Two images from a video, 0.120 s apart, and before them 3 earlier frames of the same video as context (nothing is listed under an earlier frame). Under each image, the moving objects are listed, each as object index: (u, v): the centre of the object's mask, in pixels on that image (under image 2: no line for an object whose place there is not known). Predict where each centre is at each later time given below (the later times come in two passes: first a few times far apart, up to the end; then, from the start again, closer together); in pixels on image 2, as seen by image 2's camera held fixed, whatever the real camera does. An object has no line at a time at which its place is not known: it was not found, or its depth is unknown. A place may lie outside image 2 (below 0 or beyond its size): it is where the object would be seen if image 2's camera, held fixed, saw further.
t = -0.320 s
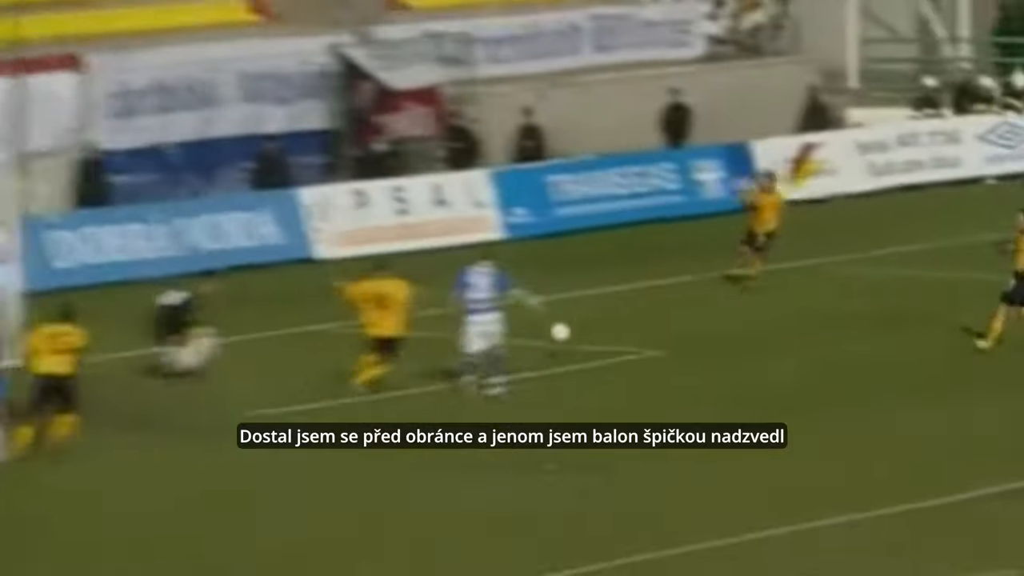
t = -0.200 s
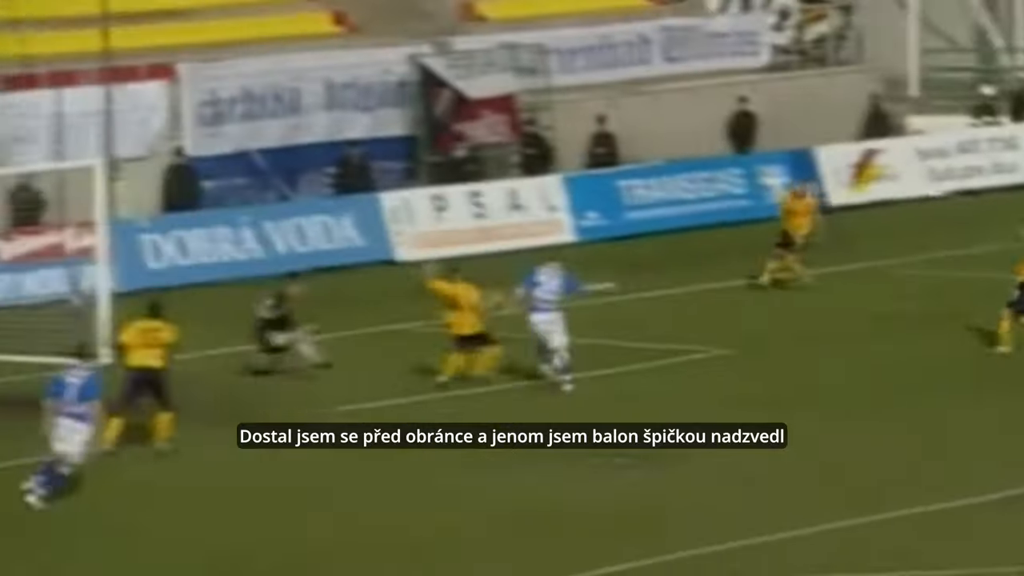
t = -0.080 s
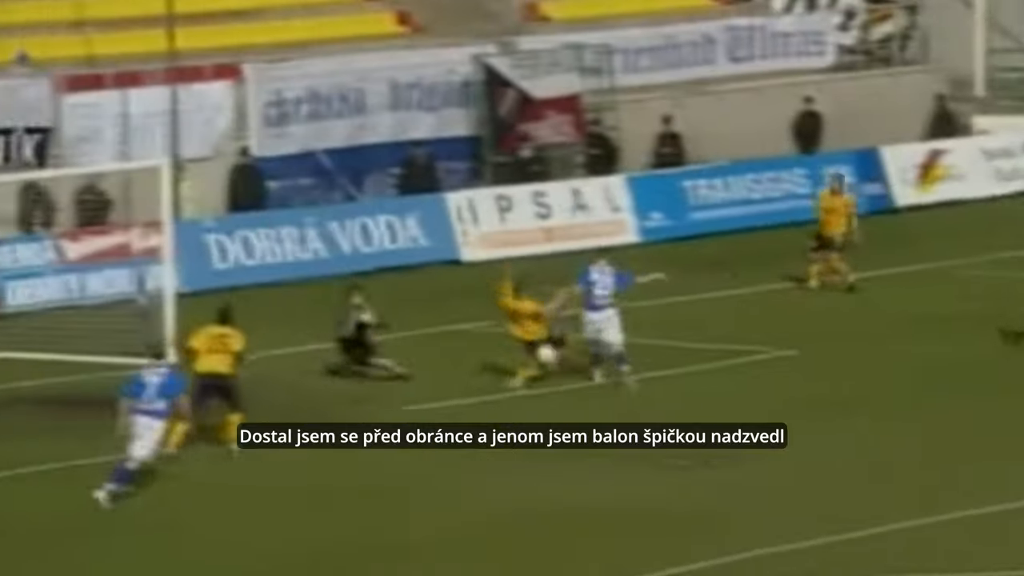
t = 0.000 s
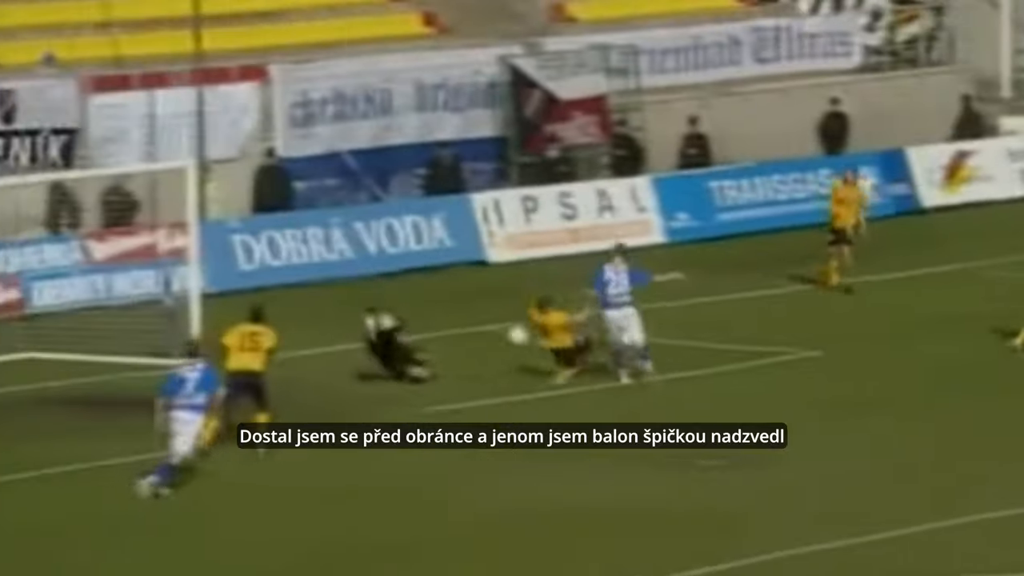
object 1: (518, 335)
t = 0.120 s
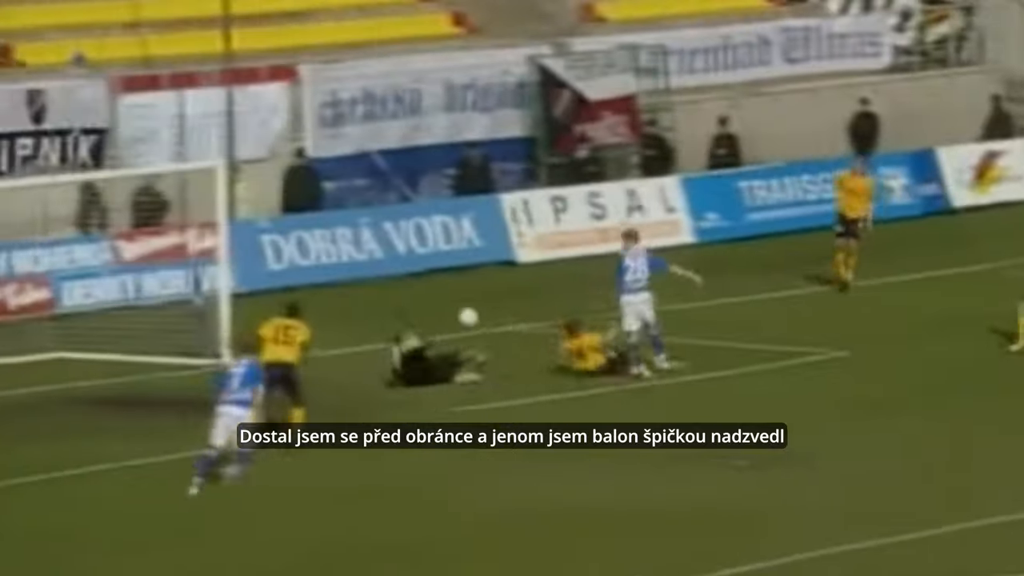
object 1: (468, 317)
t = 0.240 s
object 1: (392, 310)
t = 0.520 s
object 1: (216, 338)
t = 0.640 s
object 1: (144, 370)
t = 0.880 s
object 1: (27, 365)
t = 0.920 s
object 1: (9, 358)
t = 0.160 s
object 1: (444, 313)
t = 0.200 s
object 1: (417, 311)
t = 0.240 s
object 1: (392, 310)
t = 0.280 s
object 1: (366, 310)
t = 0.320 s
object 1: (341, 312)
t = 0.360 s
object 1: (316, 314)
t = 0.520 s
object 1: (216, 338)
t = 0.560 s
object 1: (192, 348)
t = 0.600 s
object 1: (168, 358)
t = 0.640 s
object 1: (144, 370)
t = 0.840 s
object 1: (44, 371)
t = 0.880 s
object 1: (27, 365)
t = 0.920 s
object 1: (9, 358)
